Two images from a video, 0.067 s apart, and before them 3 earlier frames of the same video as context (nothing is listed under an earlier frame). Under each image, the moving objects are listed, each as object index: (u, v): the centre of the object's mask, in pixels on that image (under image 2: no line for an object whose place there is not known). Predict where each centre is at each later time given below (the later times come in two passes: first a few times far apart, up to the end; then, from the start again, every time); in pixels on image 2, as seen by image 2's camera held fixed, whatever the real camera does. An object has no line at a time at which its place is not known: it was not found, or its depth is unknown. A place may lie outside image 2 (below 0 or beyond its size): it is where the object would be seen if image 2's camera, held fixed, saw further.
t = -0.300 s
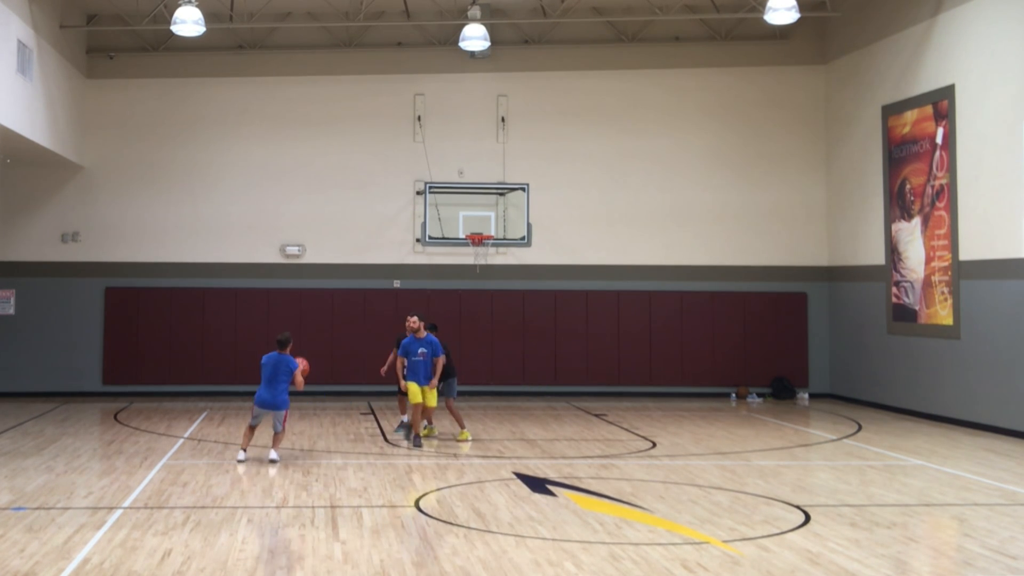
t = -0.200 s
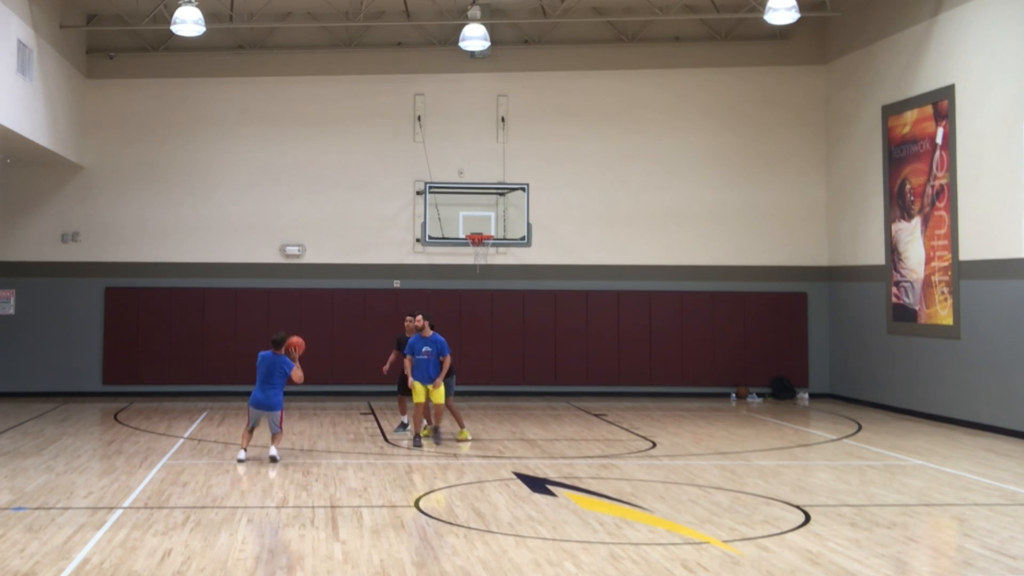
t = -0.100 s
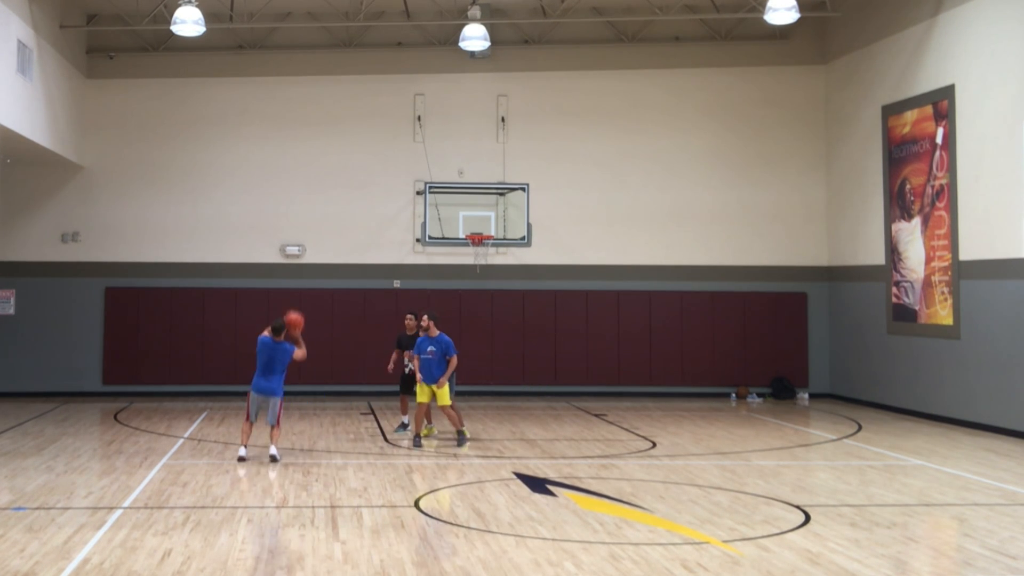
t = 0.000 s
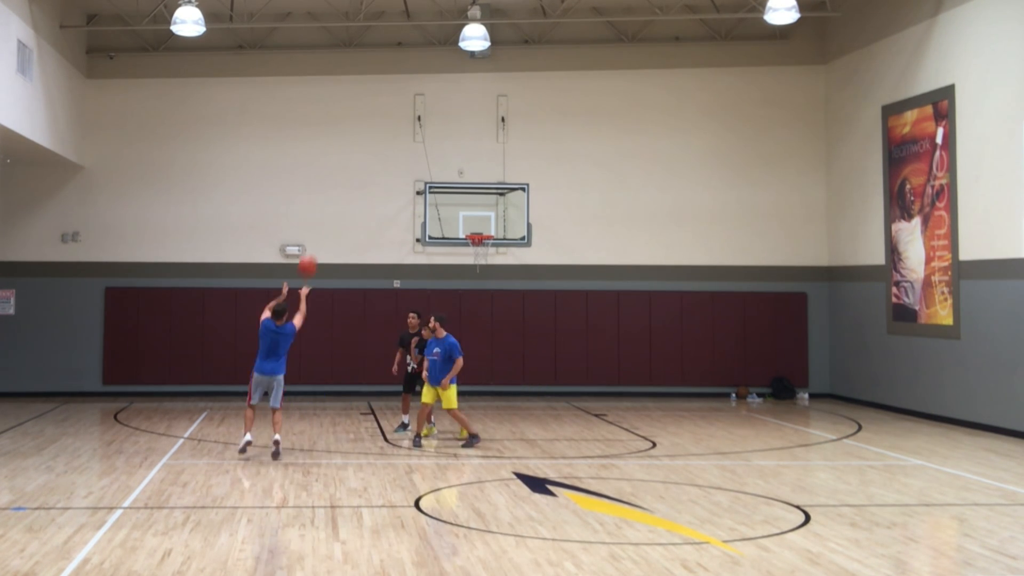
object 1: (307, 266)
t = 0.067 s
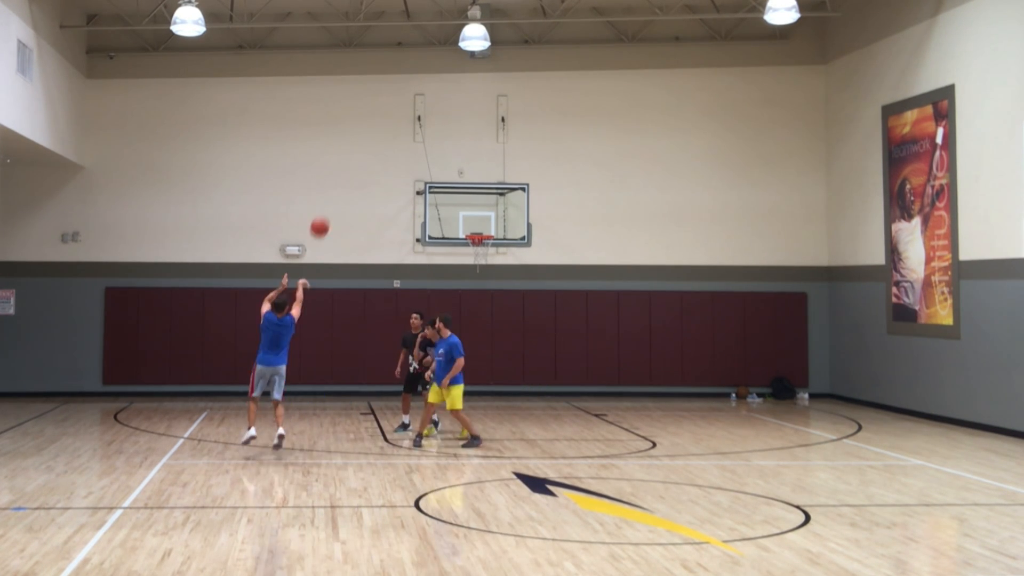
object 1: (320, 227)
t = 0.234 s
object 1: (347, 153)
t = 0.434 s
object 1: (377, 99)
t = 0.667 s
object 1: (407, 76)
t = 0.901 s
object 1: (434, 90)
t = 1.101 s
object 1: (455, 125)
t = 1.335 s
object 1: (477, 191)
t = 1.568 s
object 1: (476, 239)
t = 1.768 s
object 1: (492, 249)
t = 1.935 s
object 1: (495, 258)
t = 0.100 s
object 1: (325, 210)
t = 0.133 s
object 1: (331, 194)
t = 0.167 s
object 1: (337, 179)
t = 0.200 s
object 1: (342, 165)
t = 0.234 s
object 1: (347, 153)
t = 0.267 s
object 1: (353, 141)
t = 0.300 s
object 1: (358, 131)
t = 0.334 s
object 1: (363, 121)
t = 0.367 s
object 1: (368, 113)
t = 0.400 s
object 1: (372, 105)
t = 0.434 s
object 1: (377, 99)
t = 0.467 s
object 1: (382, 93)
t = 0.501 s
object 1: (386, 88)
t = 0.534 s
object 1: (390, 84)
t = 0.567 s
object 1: (395, 81)
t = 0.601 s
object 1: (399, 79)
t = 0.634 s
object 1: (403, 77)
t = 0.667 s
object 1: (407, 76)
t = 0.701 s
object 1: (412, 76)
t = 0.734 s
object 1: (416, 77)
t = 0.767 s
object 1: (420, 78)
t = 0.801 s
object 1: (423, 80)
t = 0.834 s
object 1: (427, 82)
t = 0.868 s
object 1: (431, 86)
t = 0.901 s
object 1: (434, 90)
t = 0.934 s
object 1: (438, 94)
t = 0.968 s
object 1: (442, 99)
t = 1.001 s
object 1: (445, 105)
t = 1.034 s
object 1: (449, 111)
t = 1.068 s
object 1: (452, 118)
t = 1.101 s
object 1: (455, 125)
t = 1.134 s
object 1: (459, 133)
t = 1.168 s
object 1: (462, 141)
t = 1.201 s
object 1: (465, 150)
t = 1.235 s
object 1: (468, 160)
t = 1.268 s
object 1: (471, 169)
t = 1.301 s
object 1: (474, 179)
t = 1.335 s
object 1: (477, 191)
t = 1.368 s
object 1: (480, 202)
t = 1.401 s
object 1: (483, 213)
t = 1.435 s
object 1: (486, 225)
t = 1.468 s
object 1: (486, 232)
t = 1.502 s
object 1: (481, 233)
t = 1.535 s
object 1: (477, 238)
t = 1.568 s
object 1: (476, 239)
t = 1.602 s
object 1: (476, 241)
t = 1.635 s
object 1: (479, 243)
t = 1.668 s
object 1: (484, 244)
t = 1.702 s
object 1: (487, 247)
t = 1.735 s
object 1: (490, 249)
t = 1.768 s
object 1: (492, 249)
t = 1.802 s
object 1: (493, 249)
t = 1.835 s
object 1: (494, 250)
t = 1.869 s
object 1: (495, 253)
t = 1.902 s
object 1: (495, 254)
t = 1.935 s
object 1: (495, 258)
